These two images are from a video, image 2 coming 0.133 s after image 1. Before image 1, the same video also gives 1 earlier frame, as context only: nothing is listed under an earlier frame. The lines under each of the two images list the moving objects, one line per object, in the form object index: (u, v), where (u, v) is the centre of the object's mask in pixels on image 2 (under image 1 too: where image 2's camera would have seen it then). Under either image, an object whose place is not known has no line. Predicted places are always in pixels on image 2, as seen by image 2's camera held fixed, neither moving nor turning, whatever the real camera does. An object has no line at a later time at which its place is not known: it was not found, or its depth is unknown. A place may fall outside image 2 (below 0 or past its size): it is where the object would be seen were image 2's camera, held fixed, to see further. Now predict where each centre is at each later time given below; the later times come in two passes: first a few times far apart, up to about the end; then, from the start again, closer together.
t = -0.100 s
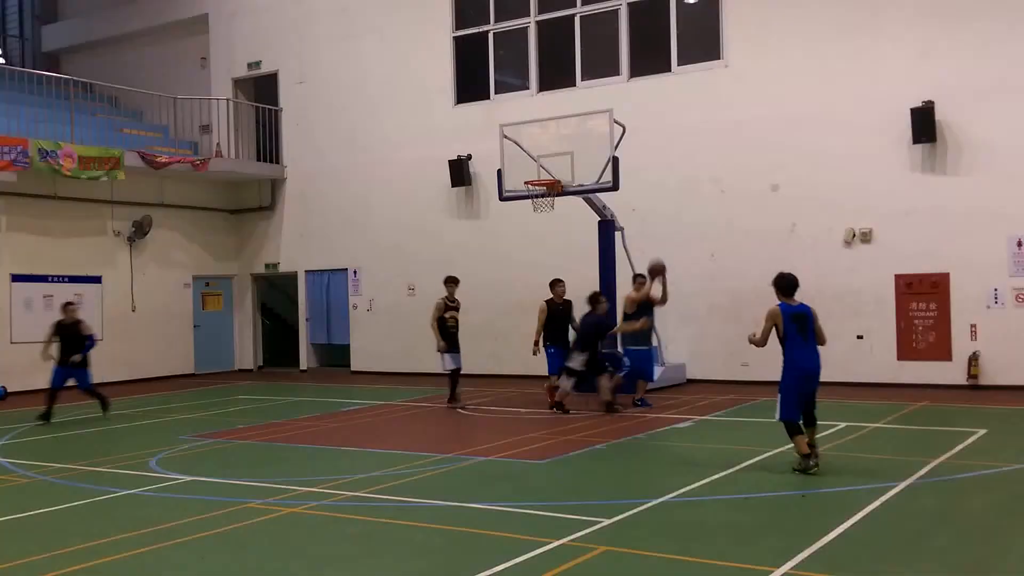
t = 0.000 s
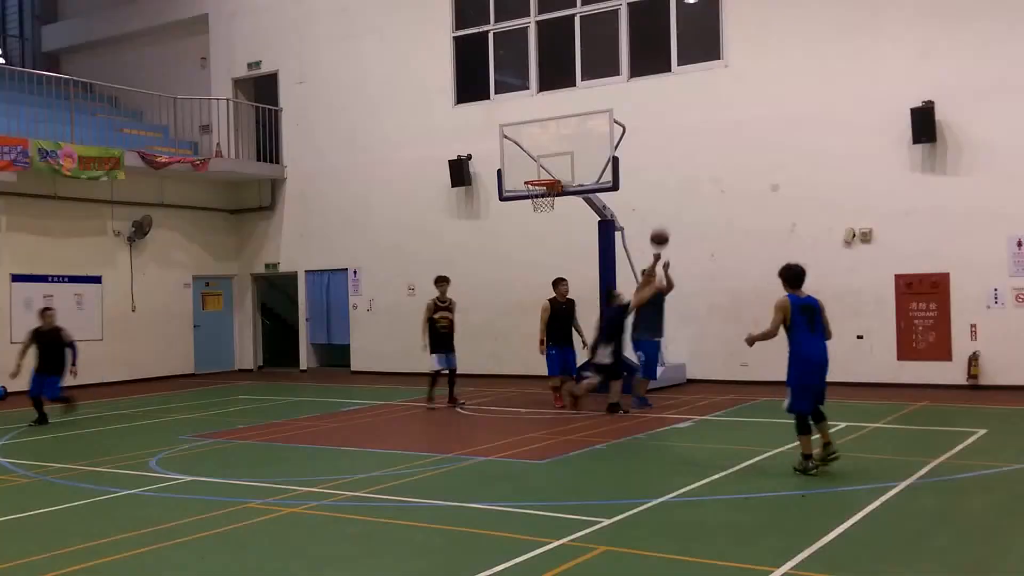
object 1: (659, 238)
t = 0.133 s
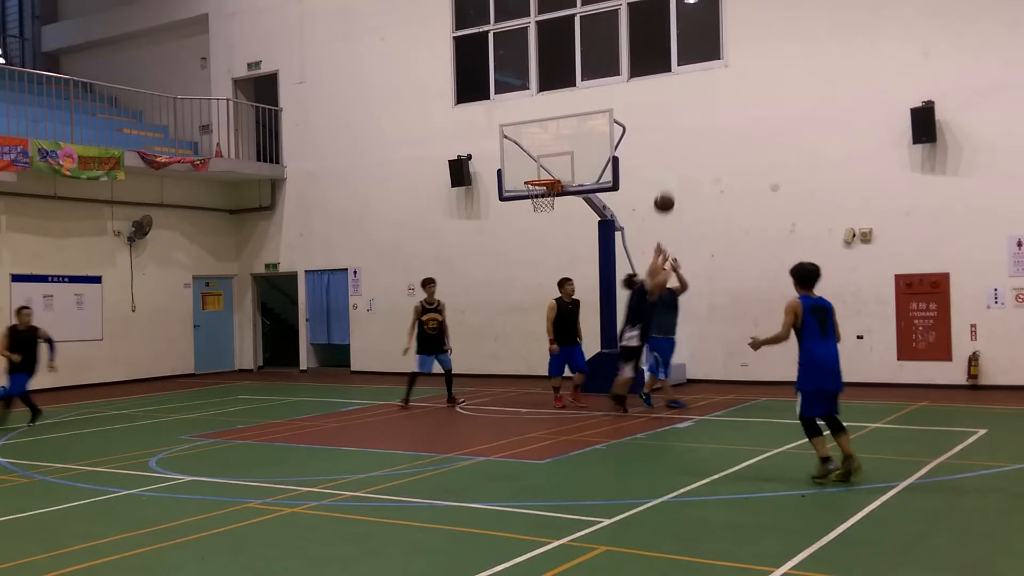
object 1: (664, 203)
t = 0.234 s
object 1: (668, 183)
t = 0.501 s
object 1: (680, 172)
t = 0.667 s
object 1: (691, 200)
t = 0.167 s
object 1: (665, 195)
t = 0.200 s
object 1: (667, 189)
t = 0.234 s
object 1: (668, 183)
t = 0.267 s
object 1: (669, 179)
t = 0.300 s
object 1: (671, 175)
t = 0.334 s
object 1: (673, 172)
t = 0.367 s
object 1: (674, 171)
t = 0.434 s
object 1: (676, 170)
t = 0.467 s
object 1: (678, 170)
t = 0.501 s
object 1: (680, 172)
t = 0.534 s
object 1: (682, 175)
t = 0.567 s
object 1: (684, 179)
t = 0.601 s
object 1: (686, 185)
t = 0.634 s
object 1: (689, 192)
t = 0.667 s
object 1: (691, 200)
